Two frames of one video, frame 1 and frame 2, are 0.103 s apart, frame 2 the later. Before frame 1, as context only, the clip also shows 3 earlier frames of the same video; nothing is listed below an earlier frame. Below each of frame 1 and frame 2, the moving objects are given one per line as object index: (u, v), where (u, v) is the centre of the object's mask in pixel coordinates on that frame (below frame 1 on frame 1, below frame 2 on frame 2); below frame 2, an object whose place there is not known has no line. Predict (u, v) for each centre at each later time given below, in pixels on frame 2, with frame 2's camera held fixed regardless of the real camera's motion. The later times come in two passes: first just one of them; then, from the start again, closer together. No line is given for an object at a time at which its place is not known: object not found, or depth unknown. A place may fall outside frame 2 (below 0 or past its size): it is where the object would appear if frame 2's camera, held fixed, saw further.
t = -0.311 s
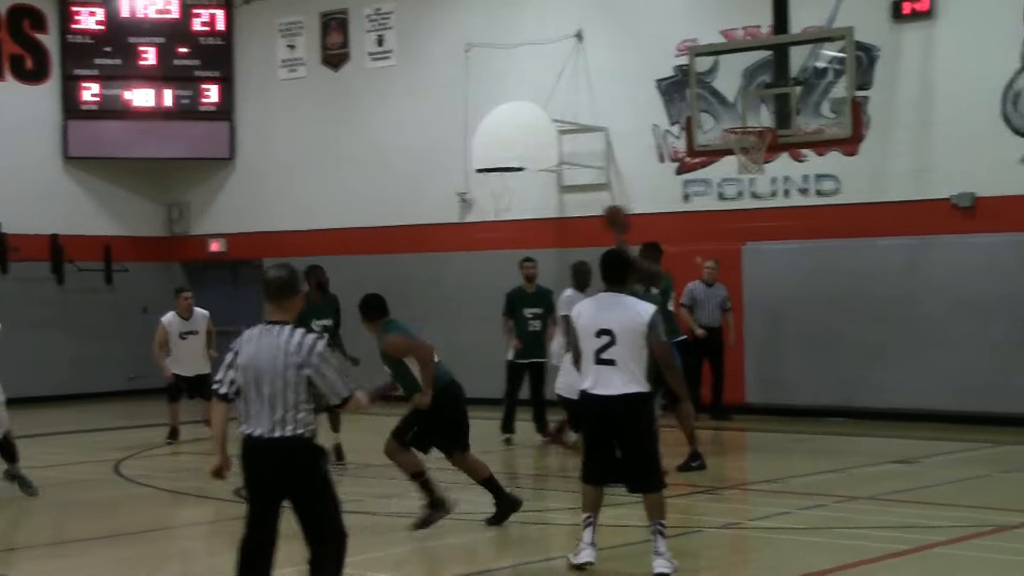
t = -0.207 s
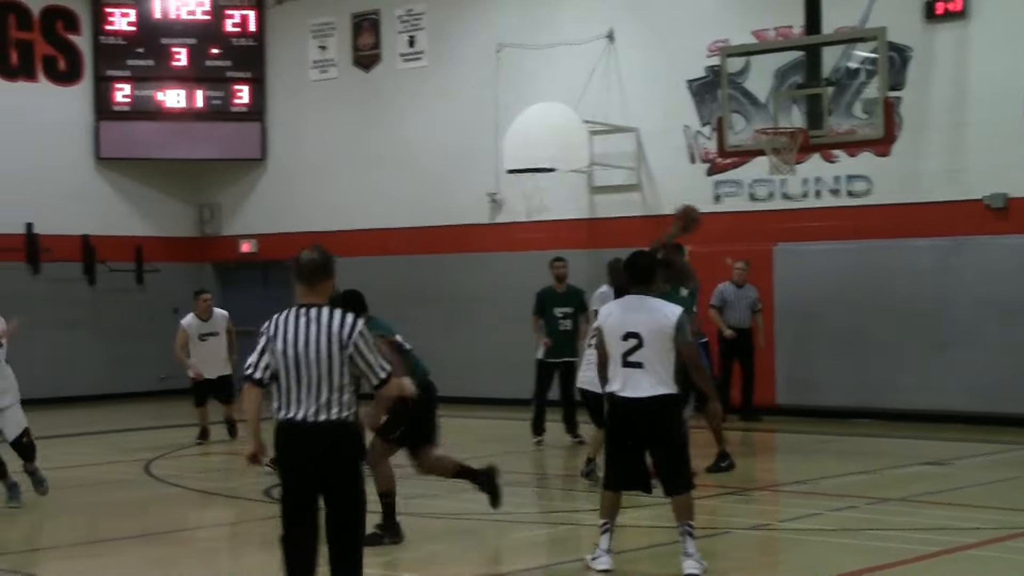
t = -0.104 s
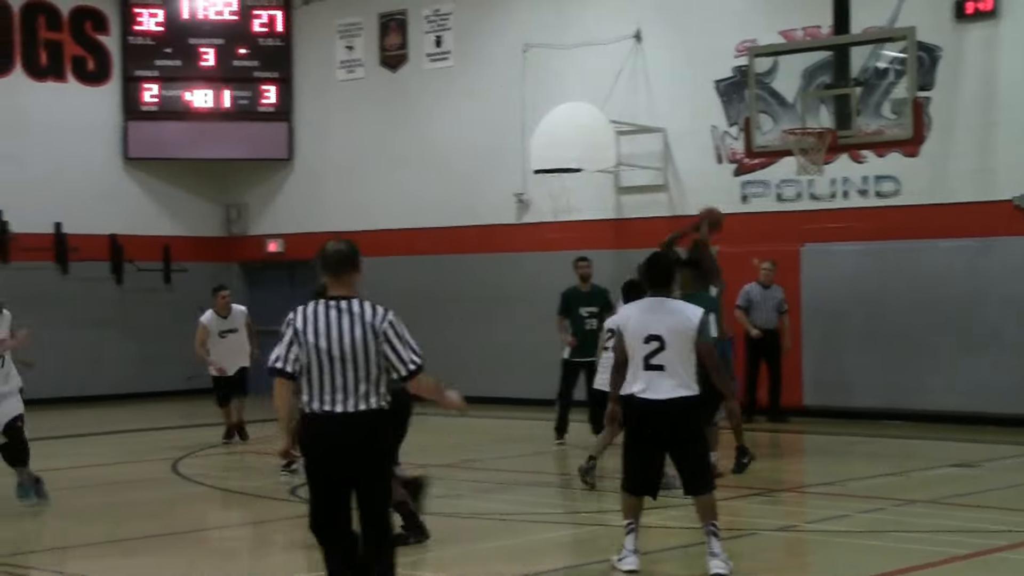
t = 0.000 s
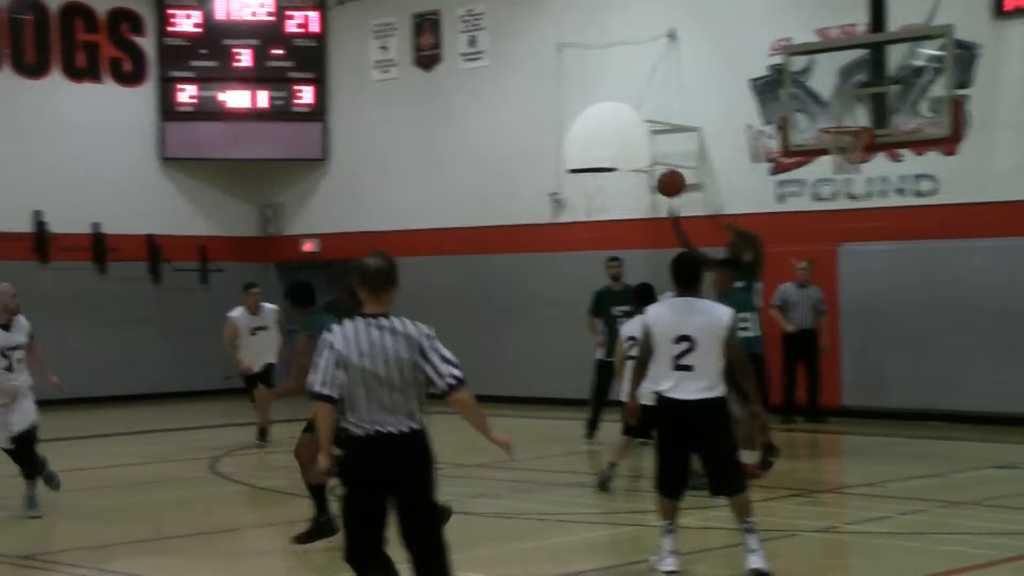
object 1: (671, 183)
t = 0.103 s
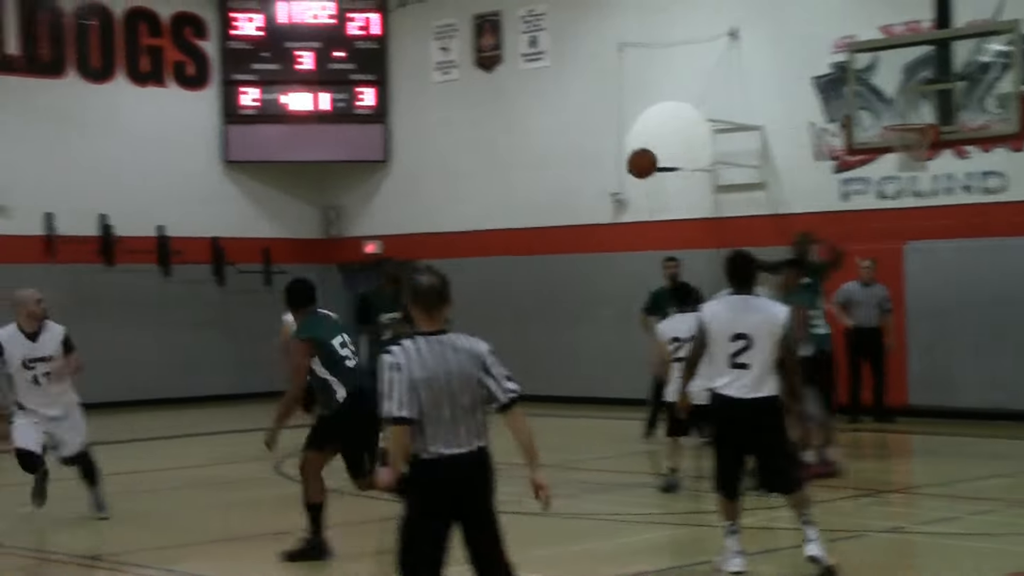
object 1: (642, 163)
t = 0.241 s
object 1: (511, 155)
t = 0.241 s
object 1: (511, 155)
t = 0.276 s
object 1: (472, 157)
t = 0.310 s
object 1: (433, 161)
